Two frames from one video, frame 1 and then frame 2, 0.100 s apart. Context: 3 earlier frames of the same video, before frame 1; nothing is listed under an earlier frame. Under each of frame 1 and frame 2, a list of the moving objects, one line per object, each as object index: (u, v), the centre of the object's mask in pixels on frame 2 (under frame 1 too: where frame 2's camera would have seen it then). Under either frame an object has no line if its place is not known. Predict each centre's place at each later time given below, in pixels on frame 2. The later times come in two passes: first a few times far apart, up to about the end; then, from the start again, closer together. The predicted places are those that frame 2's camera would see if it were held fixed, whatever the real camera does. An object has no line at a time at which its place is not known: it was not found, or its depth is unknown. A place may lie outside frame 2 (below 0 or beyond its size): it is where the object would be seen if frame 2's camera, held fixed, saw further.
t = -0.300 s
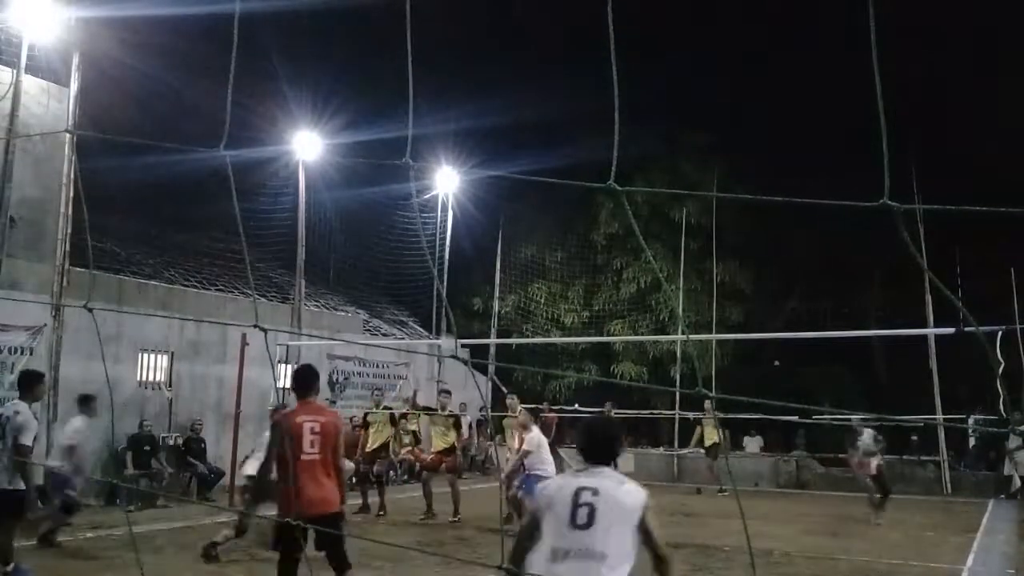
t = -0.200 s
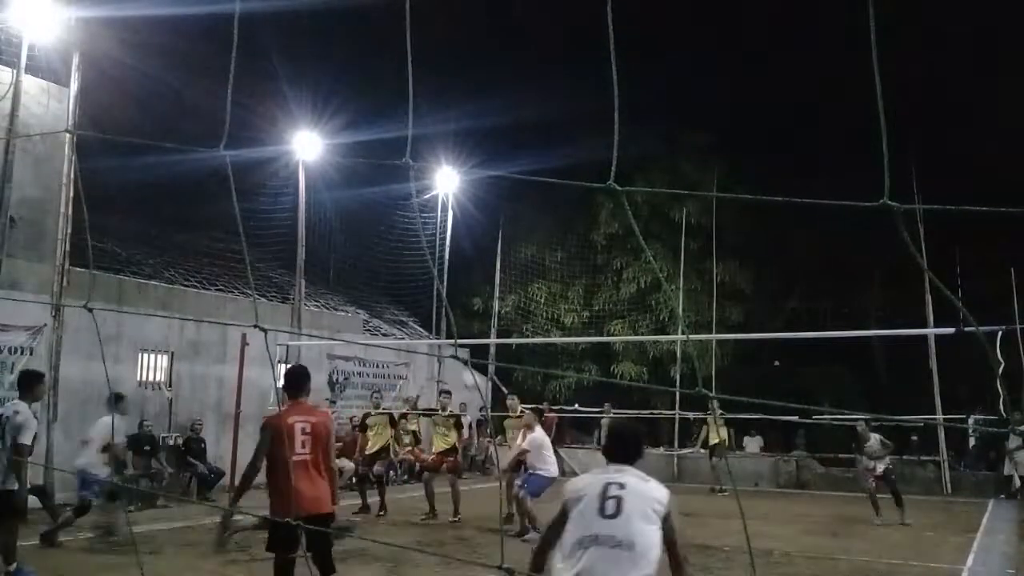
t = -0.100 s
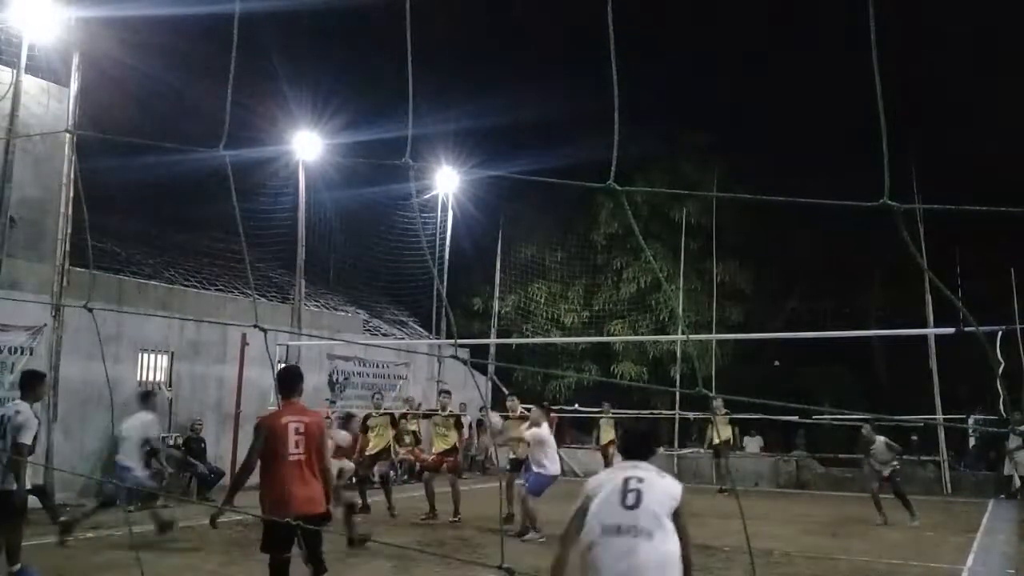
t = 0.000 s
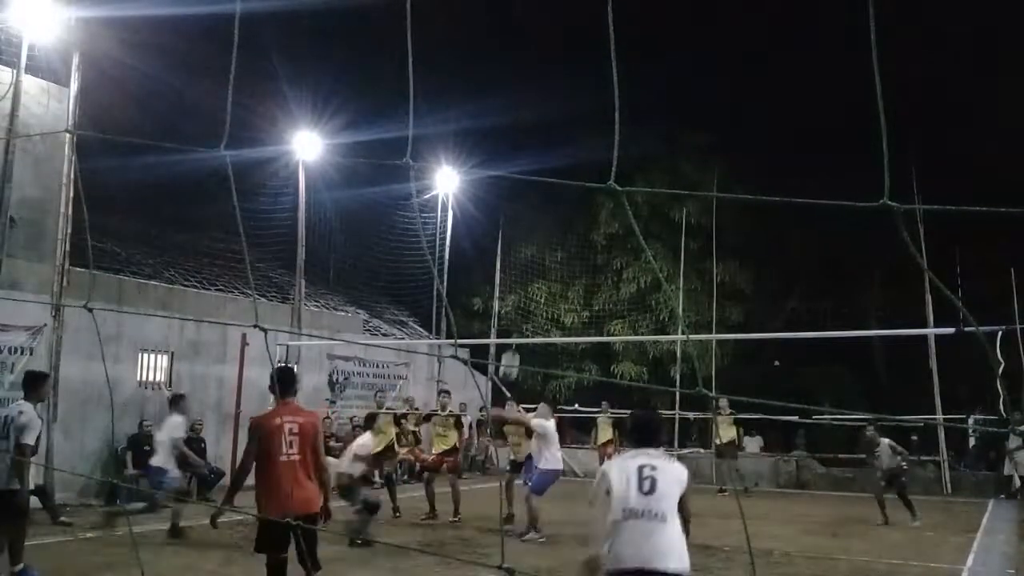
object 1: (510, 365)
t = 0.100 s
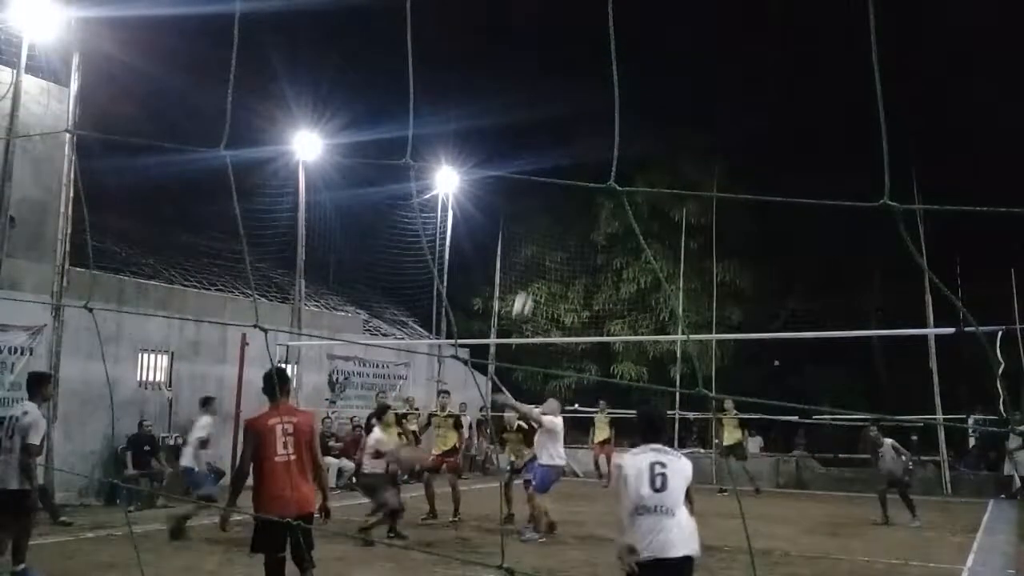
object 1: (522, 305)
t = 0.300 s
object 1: (551, 213)
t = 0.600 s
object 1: (596, 138)
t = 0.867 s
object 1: (639, 139)
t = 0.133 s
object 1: (527, 286)
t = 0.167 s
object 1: (532, 270)
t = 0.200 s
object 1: (537, 255)
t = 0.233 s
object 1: (542, 239)
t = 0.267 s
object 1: (547, 225)
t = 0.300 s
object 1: (551, 213)
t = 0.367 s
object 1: (561, 191)
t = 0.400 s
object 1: (566, 180)
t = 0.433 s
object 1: (571, 170)
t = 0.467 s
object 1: (576, 163)
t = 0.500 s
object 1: (581, 155)
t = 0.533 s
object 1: (586, 149)
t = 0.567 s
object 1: (591, 143)
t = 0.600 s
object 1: (596, 138)
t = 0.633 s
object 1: (601, 135)
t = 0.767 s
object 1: (623, 131)
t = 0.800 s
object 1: (628, 132)
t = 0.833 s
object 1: (633, 135)
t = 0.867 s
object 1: (639, 139)
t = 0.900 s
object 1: (645, 143)
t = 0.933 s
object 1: (650, 149)
